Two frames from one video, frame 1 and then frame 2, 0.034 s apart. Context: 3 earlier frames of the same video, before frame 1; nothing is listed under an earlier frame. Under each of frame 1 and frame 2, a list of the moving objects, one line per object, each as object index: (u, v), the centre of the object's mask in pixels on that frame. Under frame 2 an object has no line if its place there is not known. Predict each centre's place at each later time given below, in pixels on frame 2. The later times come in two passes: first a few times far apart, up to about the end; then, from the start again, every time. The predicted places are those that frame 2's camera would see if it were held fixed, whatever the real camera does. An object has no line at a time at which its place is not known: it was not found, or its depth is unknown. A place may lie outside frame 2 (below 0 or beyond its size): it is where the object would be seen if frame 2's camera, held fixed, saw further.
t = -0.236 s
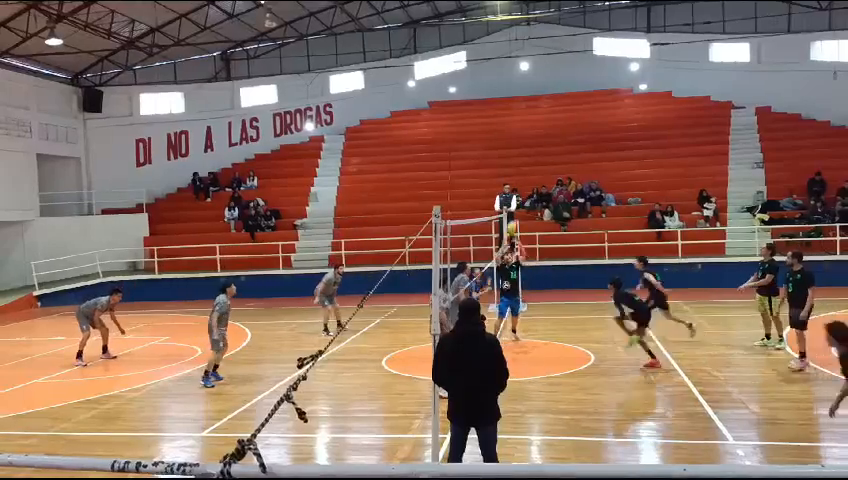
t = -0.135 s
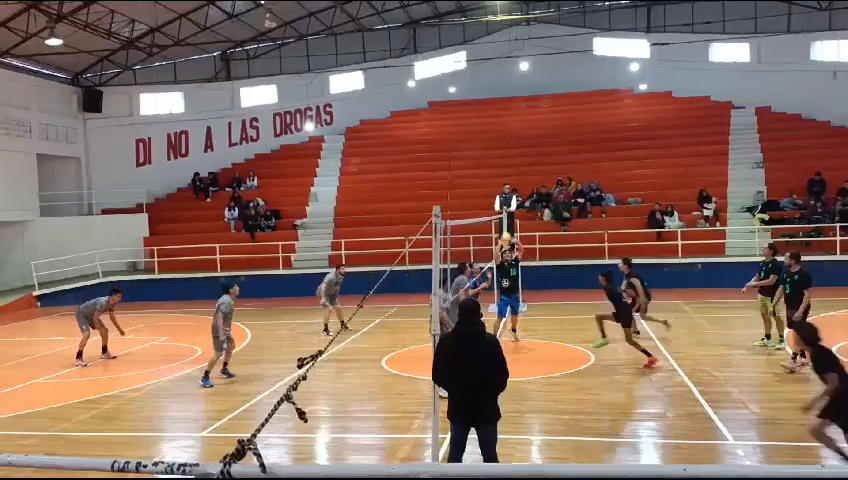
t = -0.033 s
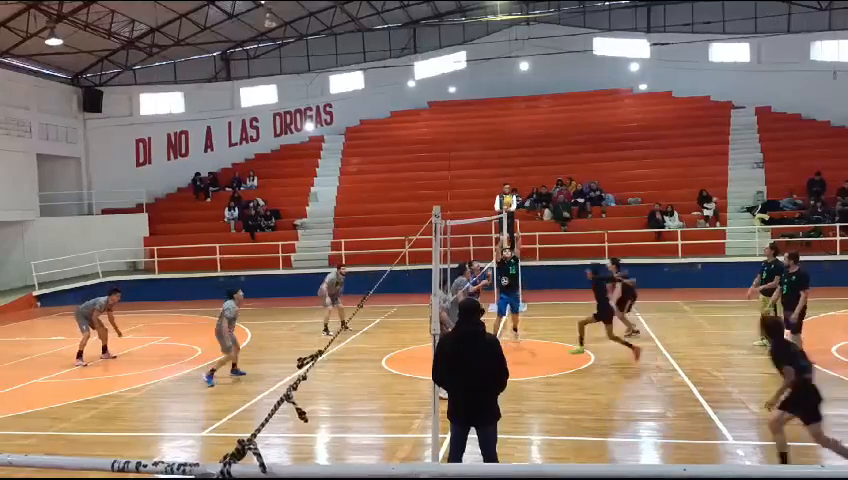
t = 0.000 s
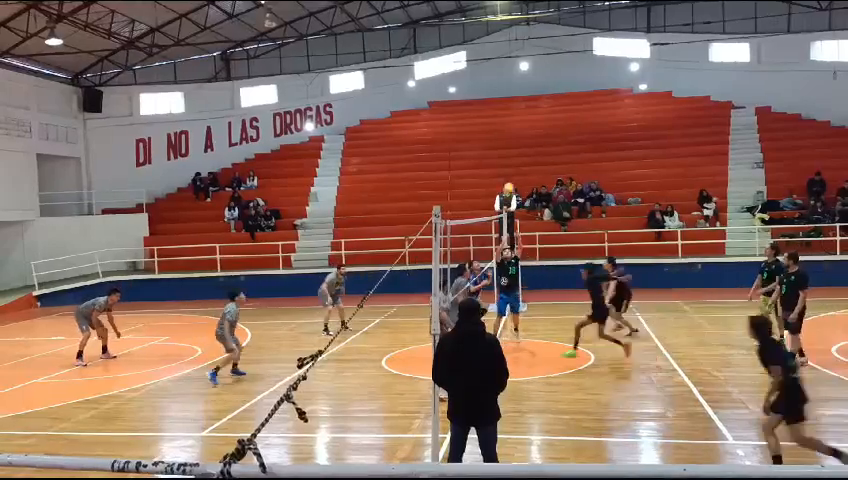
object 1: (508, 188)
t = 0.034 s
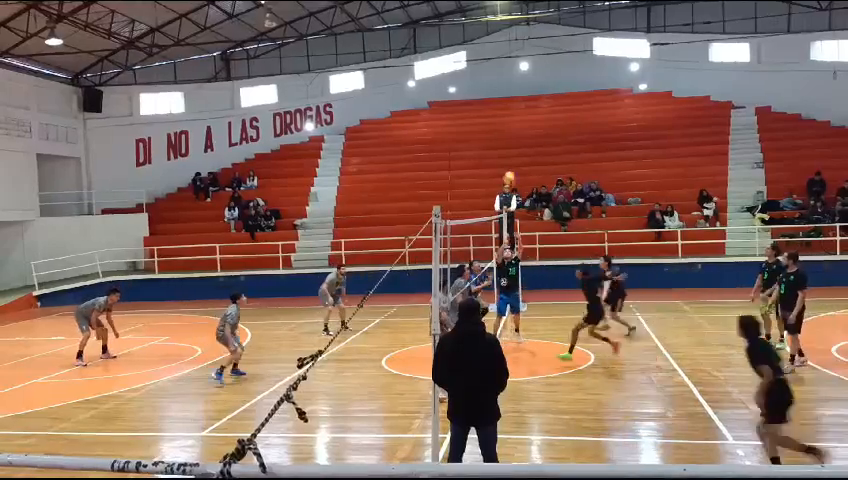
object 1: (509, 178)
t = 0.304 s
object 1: (517, 106)
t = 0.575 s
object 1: (525, 70)
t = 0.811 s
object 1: (536, 78)
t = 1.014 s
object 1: (549, 119)
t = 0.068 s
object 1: (510, 168)
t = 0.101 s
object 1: (511, 158)
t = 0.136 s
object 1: (512, 148)
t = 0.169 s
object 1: (513, 138)
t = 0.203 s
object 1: (513, 130)
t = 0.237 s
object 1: (515, 121)
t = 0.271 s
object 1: (516, 113)
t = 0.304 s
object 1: (517, 106)
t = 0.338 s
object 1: (517, 100)
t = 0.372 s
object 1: (518, 94)
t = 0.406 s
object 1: (520, 88)
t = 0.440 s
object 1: (521, 83)
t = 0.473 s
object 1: (522, 79)
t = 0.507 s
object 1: (523, 76)
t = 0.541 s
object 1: (525, 74)
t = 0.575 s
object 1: (525, 70)
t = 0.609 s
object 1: (527, 70)
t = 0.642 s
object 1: (528, 69)
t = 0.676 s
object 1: (531, 69)
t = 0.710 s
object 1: (533, 70)
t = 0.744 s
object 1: (533, 72)
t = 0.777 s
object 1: (535, 75)
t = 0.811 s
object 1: (536, 78)
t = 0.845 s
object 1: (538, 83)
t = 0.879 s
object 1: (540, 88)
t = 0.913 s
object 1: (543, 94)
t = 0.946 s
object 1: (545, 102)
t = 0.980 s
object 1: (547, 110)
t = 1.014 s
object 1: (549, 119)
